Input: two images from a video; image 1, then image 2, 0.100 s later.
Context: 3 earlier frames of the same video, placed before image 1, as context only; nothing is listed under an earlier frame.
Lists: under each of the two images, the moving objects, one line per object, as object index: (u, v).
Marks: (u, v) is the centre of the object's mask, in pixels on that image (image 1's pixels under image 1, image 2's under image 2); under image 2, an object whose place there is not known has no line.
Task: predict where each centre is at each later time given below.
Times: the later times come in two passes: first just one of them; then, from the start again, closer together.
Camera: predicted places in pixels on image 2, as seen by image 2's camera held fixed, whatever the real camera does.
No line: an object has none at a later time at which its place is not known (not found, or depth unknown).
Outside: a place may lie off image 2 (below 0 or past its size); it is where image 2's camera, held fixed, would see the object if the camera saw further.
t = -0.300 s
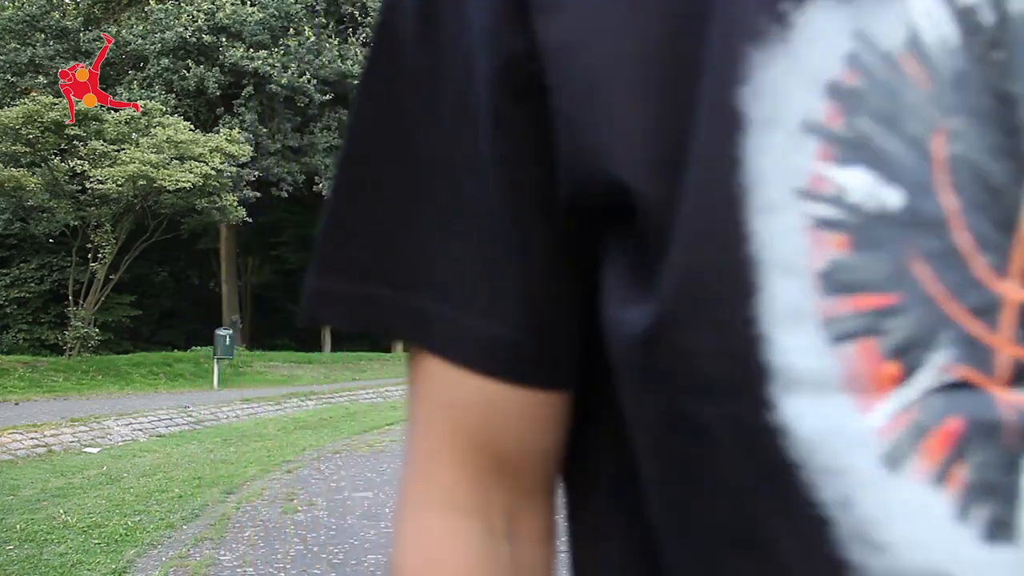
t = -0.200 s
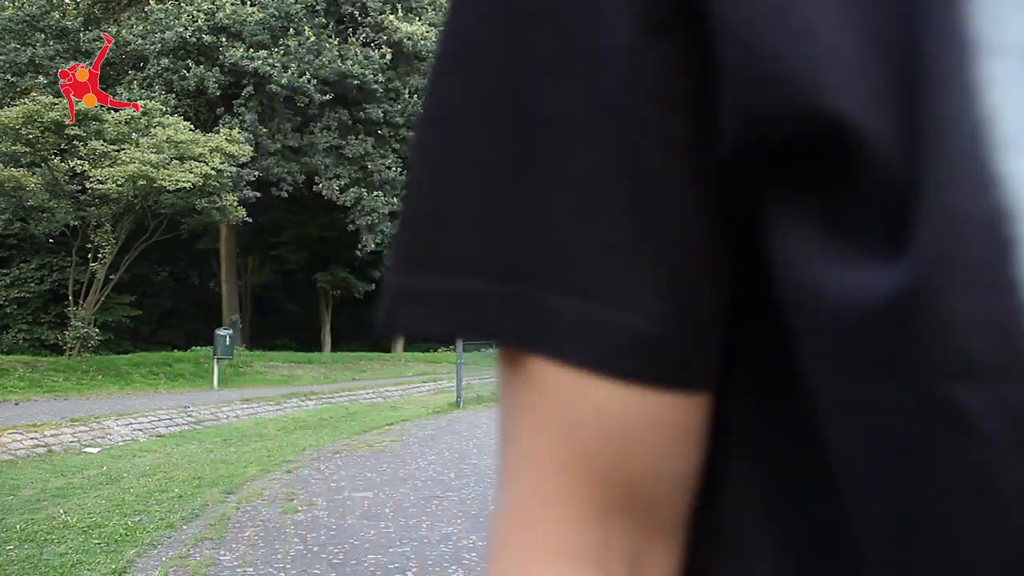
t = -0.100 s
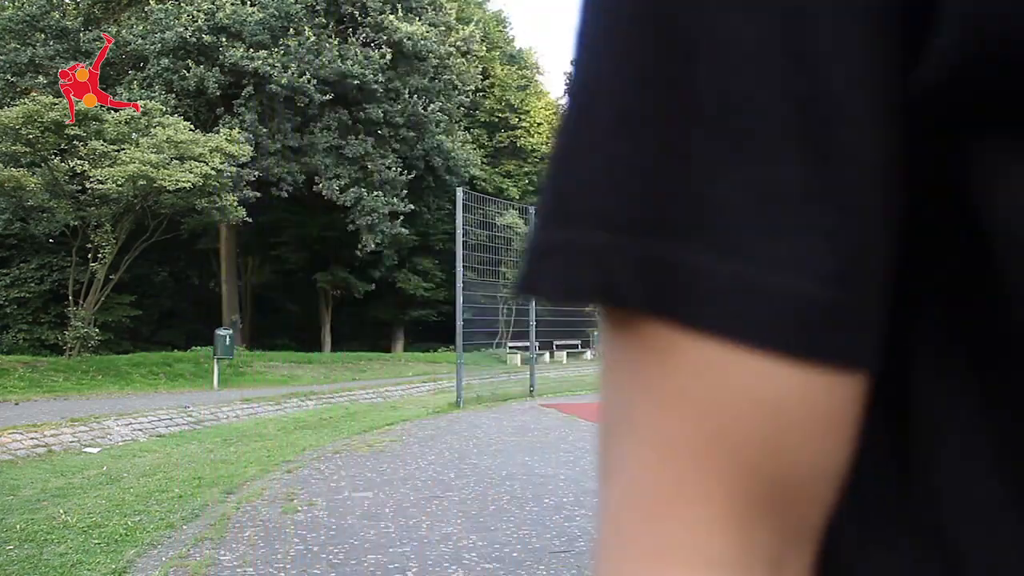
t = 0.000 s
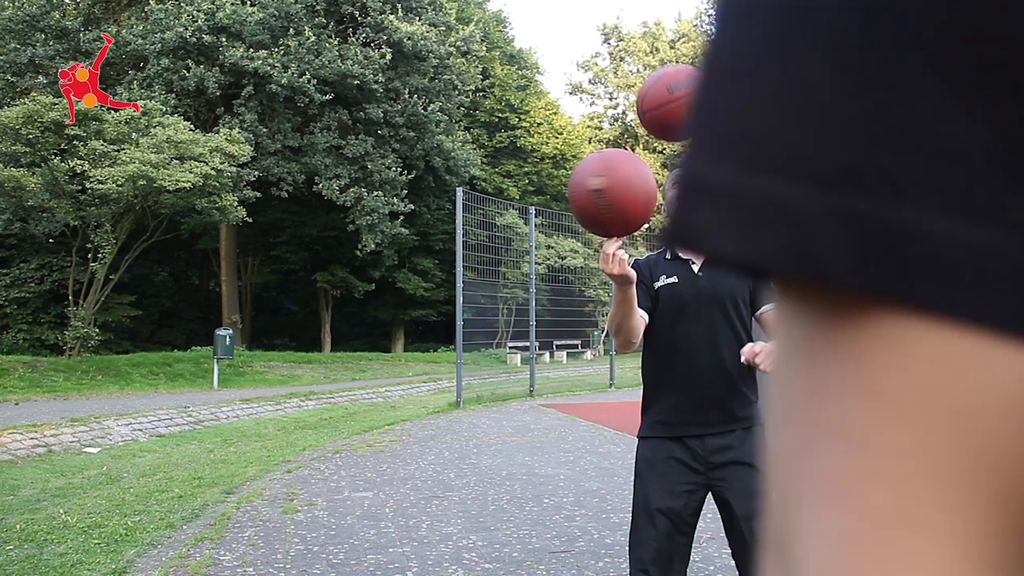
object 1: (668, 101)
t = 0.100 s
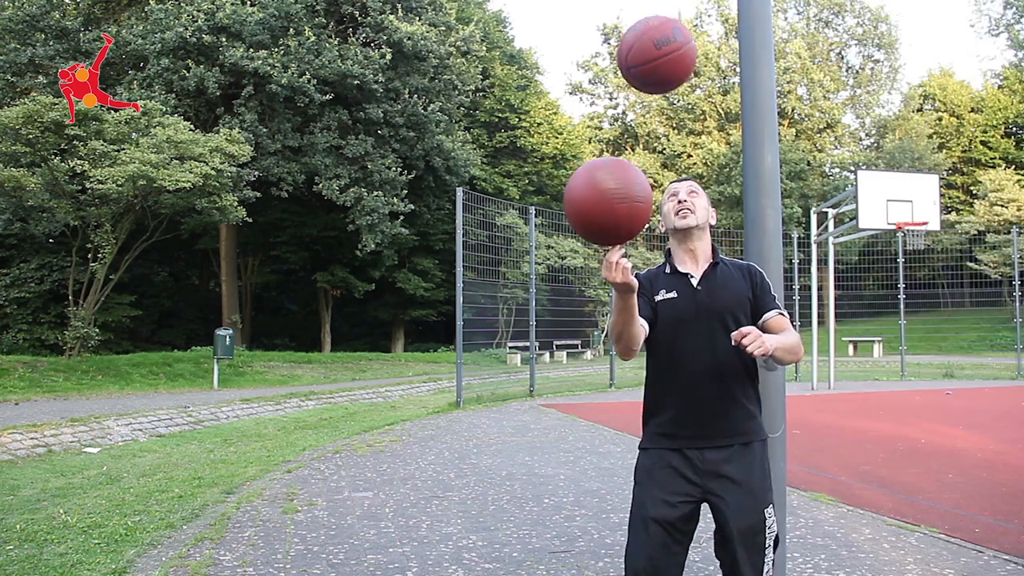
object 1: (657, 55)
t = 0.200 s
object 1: (640, 41)
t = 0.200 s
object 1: (640, 41)
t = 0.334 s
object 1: (614, 54)
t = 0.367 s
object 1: (606, 70)
